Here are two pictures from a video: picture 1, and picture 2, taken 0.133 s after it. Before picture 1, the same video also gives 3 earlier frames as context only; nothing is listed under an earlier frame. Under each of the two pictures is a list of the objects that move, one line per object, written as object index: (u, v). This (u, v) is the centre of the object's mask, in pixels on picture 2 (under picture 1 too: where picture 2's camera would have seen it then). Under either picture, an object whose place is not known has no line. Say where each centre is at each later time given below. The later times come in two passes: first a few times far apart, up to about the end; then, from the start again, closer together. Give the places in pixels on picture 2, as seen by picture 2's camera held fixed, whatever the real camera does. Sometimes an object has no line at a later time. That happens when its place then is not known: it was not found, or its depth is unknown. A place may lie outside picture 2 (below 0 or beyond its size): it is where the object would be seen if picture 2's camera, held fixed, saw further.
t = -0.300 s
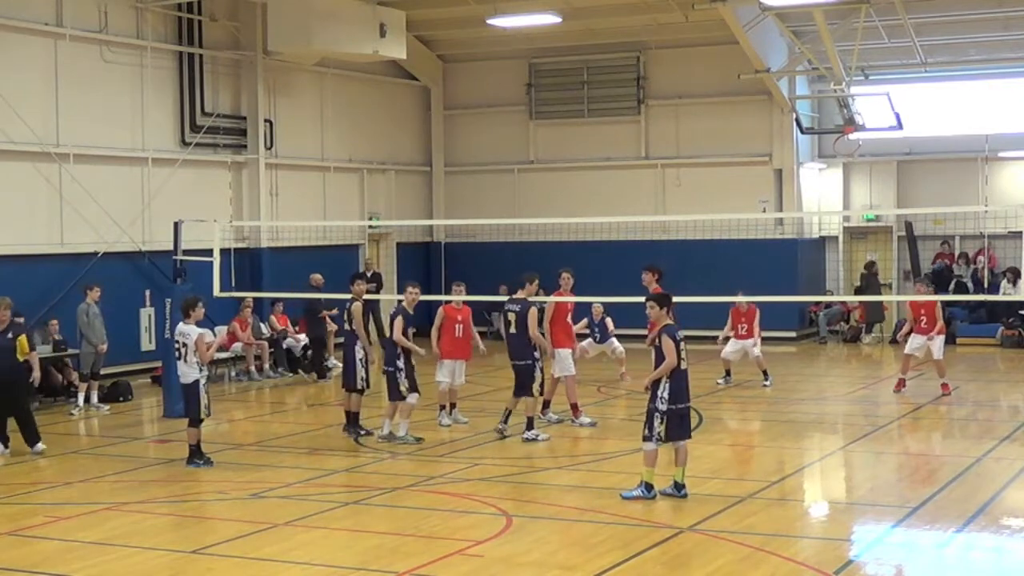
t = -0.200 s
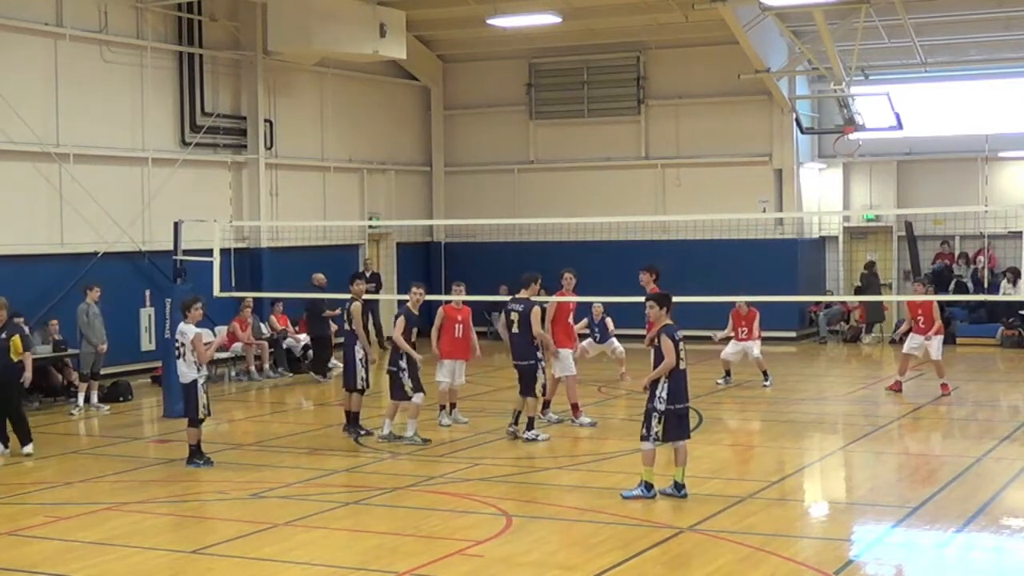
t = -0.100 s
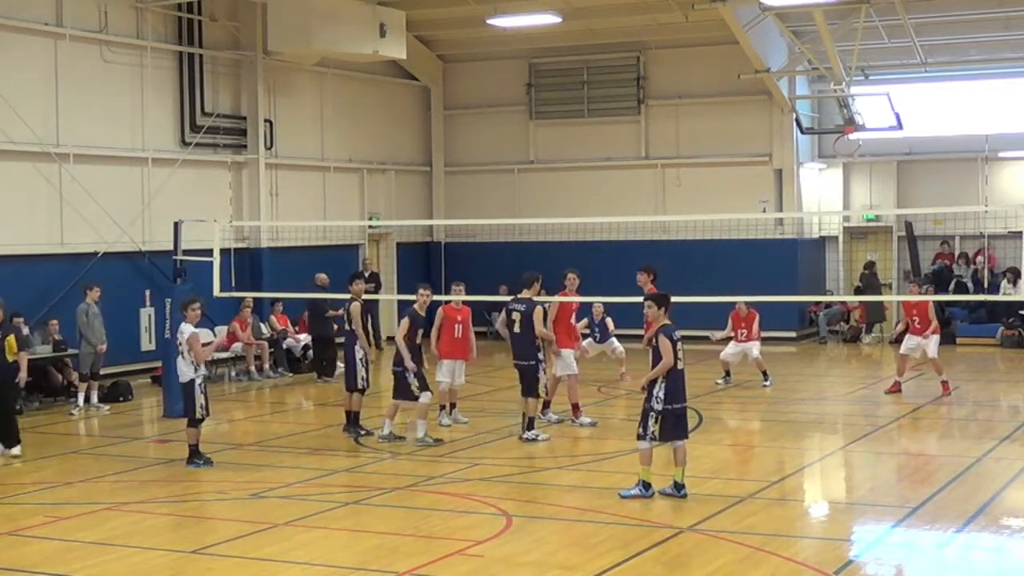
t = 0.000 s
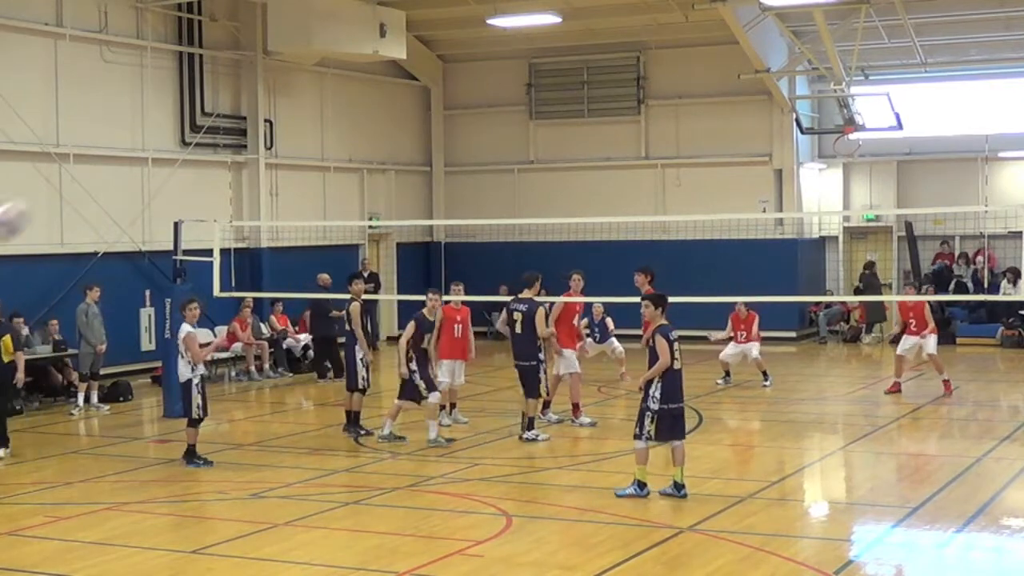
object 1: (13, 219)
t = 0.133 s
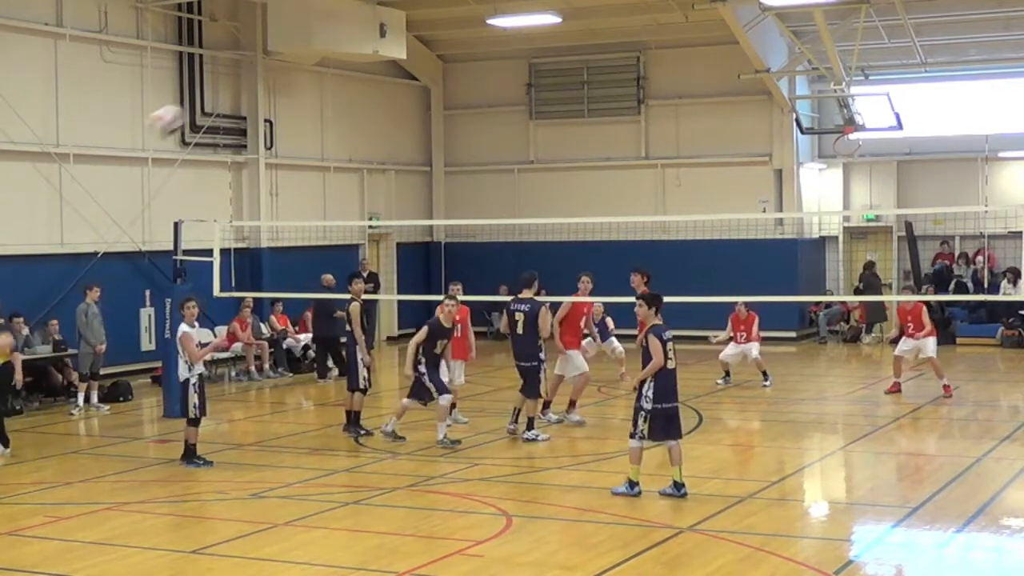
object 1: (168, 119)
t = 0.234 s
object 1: (261, 76)
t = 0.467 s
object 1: (422, 43)
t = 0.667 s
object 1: (517, 66)
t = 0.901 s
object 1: (596, 119)
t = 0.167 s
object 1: (199, 101)
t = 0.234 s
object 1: (261, 76)
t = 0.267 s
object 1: (288, 65)
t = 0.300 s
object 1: (313, 57)
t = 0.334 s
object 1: (339, 51)
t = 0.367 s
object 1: (362, 47)
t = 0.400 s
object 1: (383, 45)
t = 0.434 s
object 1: (403, 44)
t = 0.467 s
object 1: (422, 43)
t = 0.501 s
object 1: (440, 44)
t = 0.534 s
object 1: (457, 45)
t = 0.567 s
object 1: (474, 51)
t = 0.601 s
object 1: (490, 55)
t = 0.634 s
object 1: (504, 61)
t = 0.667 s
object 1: (517, 66)
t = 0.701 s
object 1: (530, 72)
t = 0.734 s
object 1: (541, 79)
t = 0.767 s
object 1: (554, 86)
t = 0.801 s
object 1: (565, 94)
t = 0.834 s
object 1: (576, 103)
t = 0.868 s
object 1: (586, 111)
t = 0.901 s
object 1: (596, 119)
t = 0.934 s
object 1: (606, 129)
